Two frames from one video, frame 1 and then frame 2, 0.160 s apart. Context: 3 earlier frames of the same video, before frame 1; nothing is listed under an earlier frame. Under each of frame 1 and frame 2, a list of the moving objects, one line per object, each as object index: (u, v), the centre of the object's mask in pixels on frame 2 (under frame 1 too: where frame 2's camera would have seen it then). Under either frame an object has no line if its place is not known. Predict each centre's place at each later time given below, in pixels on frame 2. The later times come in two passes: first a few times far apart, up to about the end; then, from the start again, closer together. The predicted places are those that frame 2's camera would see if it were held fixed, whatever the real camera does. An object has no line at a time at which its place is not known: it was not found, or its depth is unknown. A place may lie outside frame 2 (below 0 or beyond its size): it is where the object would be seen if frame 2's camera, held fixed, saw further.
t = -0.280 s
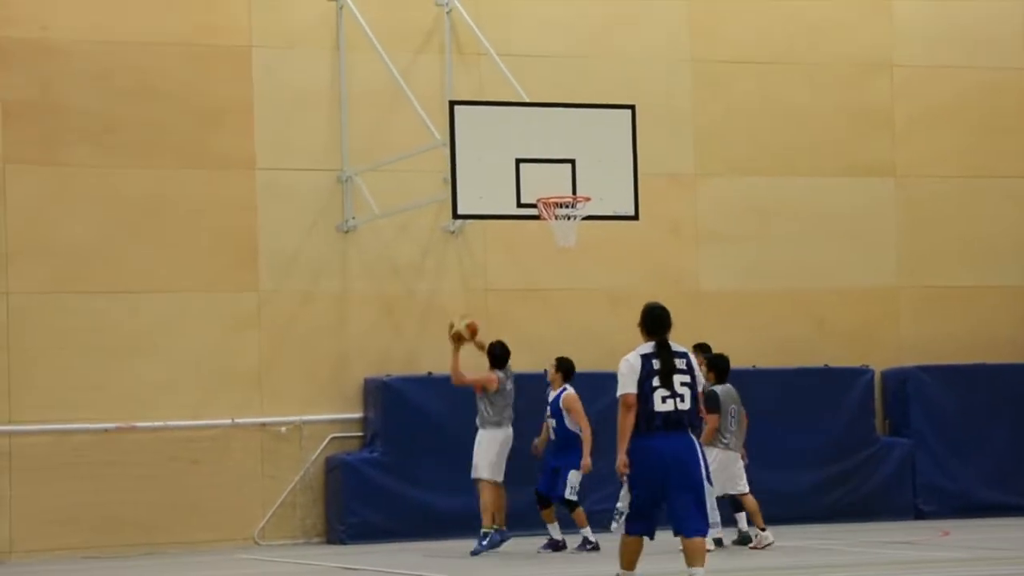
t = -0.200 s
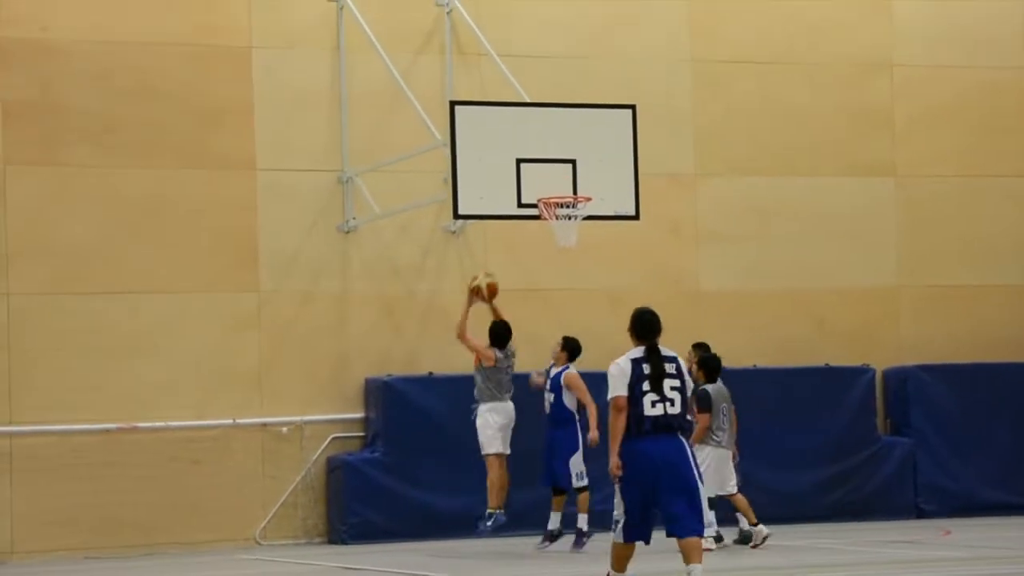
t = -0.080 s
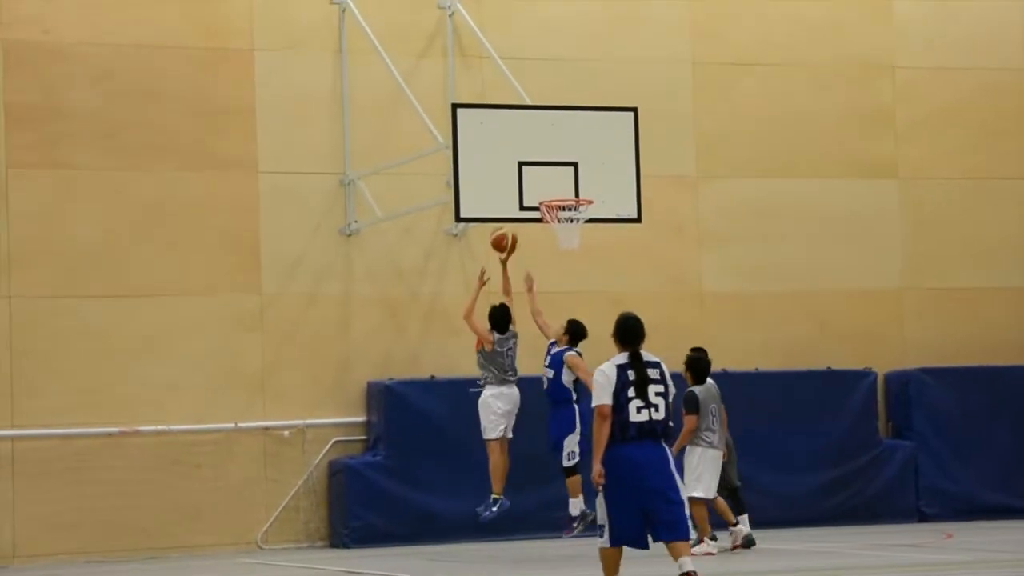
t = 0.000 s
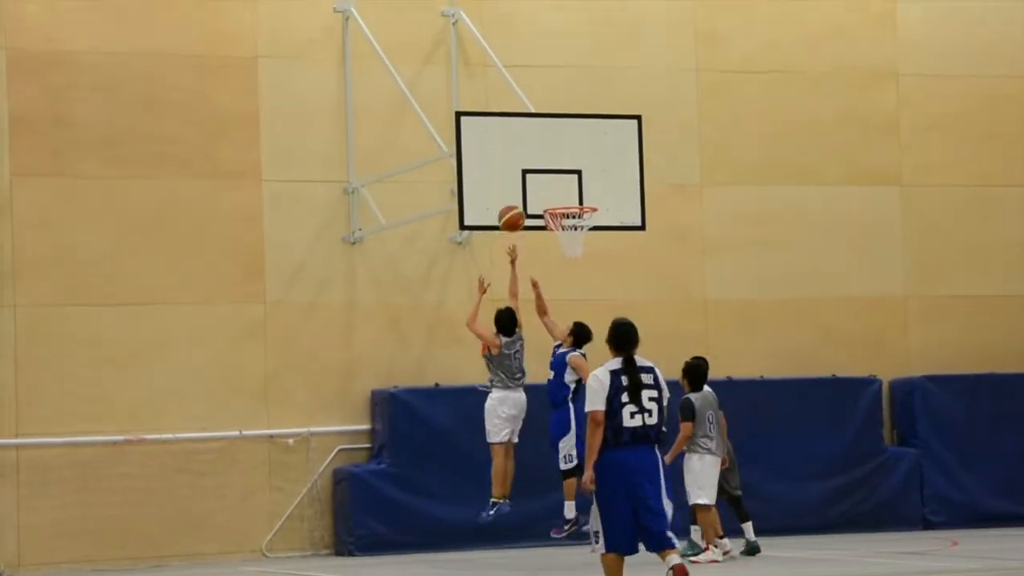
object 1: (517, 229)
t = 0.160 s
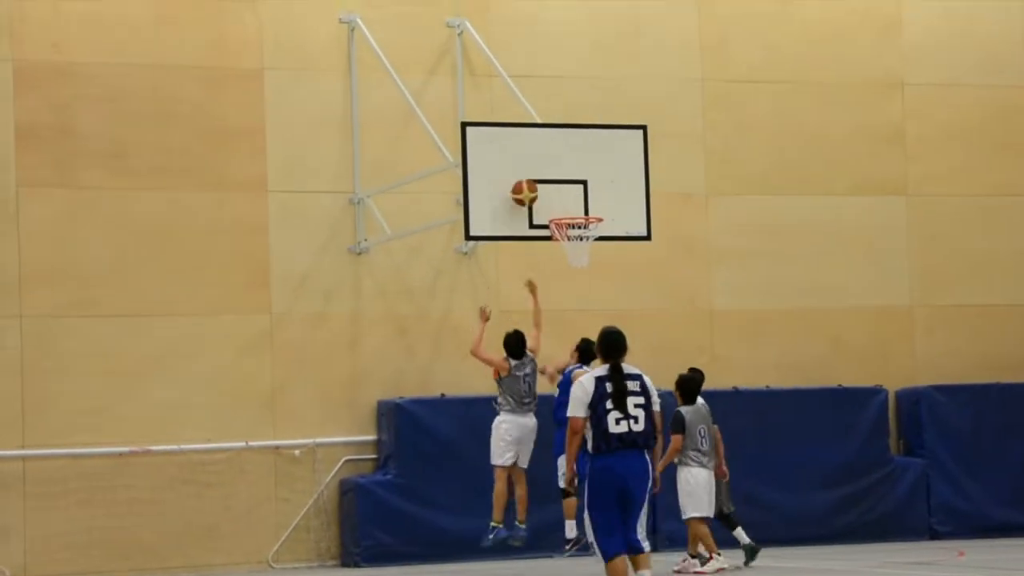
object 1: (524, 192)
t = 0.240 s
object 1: (530, 185)
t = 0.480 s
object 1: (567, 205)
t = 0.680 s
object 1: (591, 253)
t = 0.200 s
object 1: (527, 188)
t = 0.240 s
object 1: (530, 185)
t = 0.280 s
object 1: (536, 184)
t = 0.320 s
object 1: (542, 185)
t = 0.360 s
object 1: (549, 188)
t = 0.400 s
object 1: (555, 192)
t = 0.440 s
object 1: (561, 198)
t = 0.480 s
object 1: (567, 205)
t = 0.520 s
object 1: (574, 215)
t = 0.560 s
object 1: (583, 227)
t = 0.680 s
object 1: (591, 253)
